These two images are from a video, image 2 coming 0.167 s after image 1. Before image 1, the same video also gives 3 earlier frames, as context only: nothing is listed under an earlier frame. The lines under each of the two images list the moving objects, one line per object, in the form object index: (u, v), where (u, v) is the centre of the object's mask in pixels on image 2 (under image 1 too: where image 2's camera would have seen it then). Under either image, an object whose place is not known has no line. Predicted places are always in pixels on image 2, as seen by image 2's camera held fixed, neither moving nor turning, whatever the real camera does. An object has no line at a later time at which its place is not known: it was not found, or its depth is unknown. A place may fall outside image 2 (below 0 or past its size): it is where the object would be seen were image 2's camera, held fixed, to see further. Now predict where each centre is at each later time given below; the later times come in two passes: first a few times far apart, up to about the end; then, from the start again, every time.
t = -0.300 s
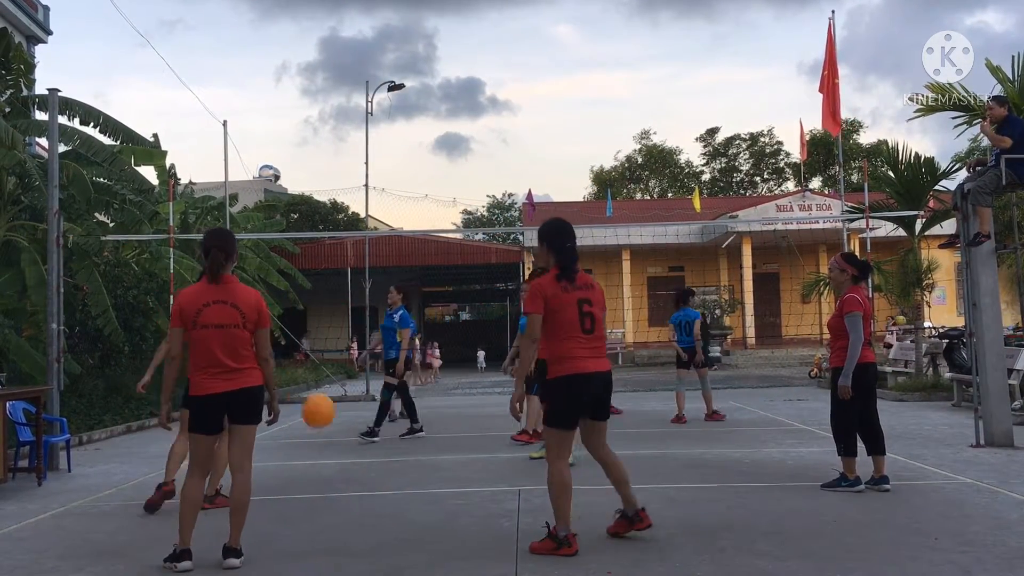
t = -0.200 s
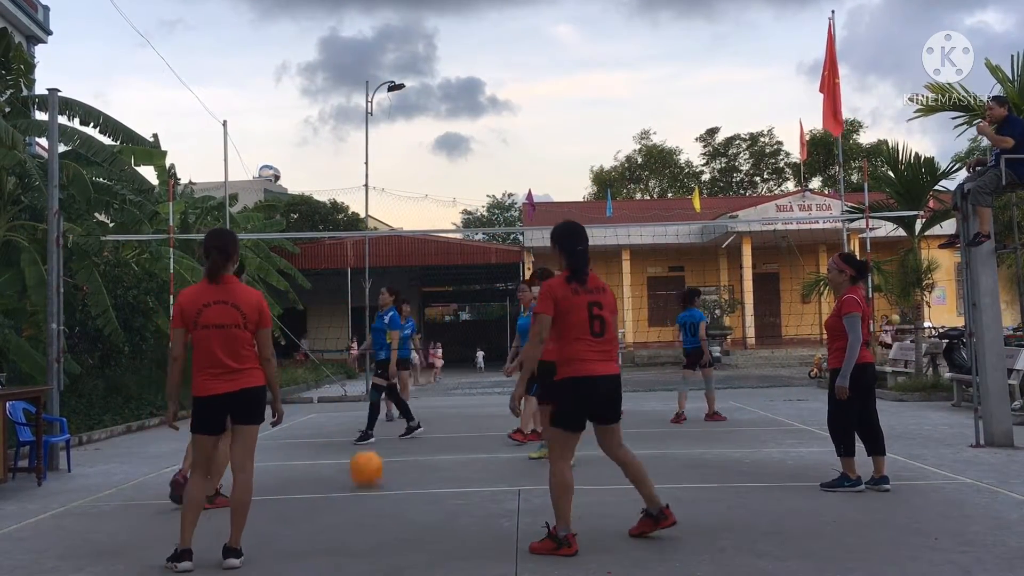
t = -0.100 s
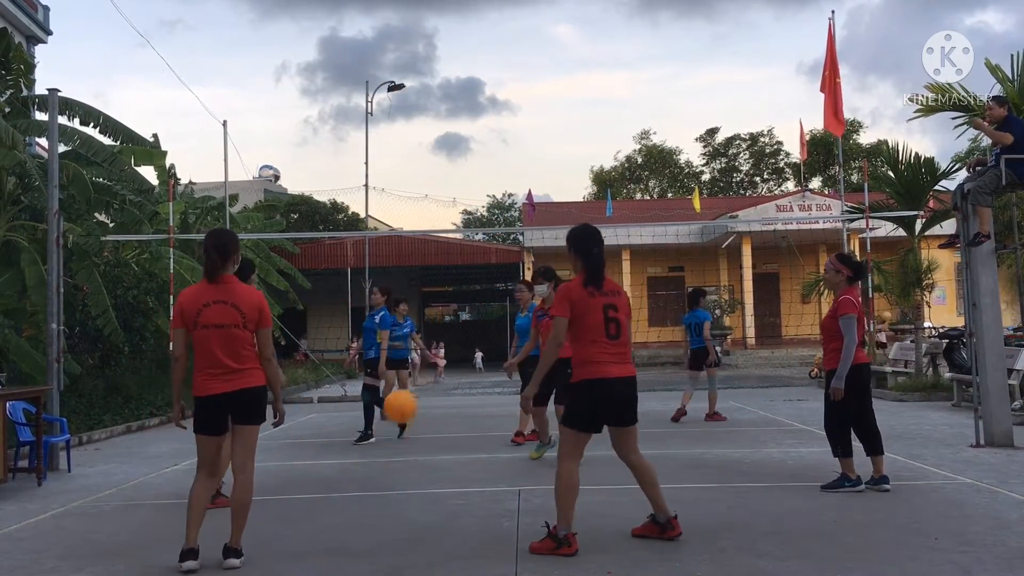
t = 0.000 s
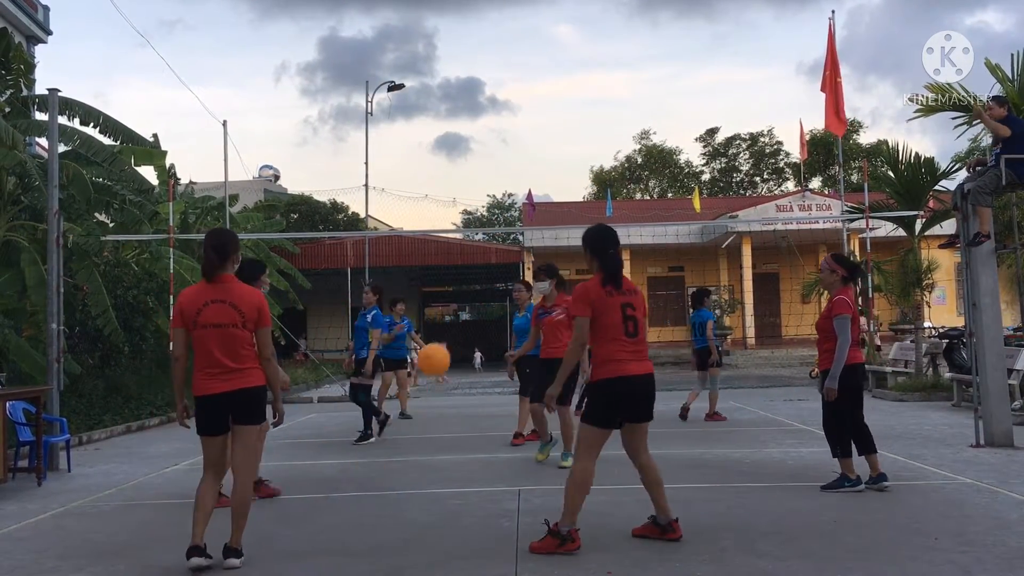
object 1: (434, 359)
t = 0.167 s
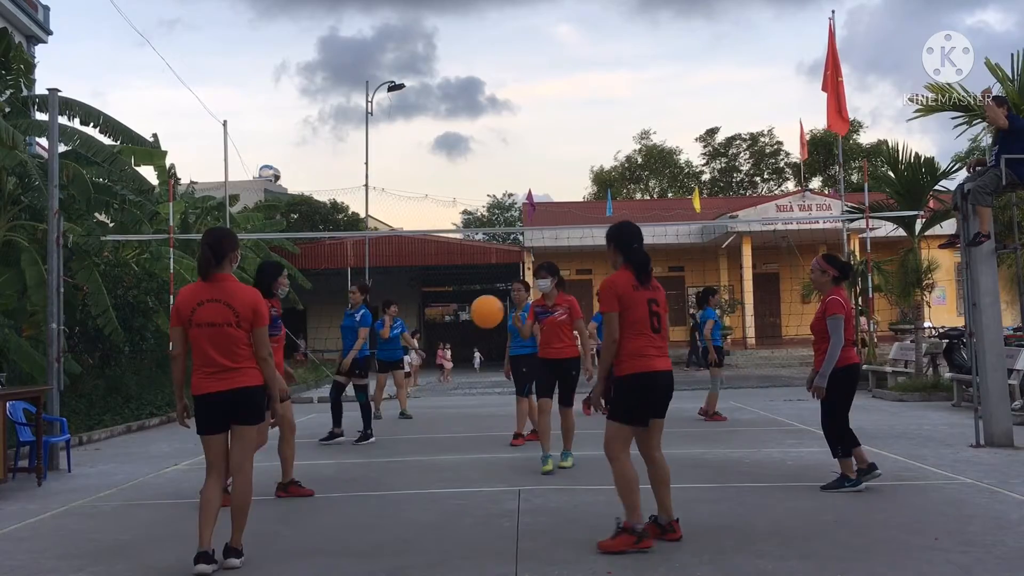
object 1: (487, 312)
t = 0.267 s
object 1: (509, 292)
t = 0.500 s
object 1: (514, 262)
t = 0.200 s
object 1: (497, 306)
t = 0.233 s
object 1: (508, 301)
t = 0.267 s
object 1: (509, 292)
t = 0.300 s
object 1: (510, 283)
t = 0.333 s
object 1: (510, 276)
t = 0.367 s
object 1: (511, 270)
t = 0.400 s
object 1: (512, 265)
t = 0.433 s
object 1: (513, 263)
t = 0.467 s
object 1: (514, 262)
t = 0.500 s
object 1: (514, 262)
